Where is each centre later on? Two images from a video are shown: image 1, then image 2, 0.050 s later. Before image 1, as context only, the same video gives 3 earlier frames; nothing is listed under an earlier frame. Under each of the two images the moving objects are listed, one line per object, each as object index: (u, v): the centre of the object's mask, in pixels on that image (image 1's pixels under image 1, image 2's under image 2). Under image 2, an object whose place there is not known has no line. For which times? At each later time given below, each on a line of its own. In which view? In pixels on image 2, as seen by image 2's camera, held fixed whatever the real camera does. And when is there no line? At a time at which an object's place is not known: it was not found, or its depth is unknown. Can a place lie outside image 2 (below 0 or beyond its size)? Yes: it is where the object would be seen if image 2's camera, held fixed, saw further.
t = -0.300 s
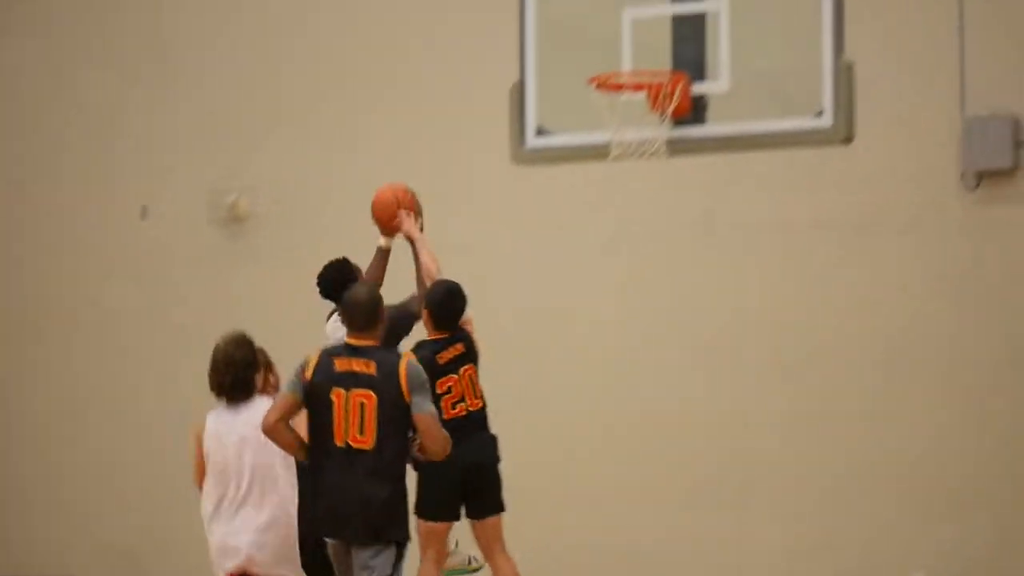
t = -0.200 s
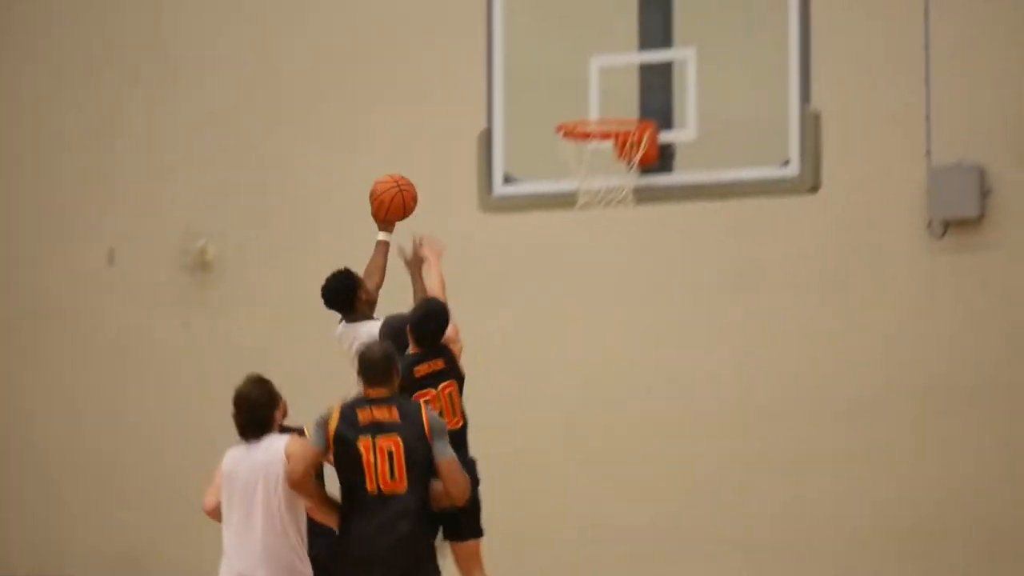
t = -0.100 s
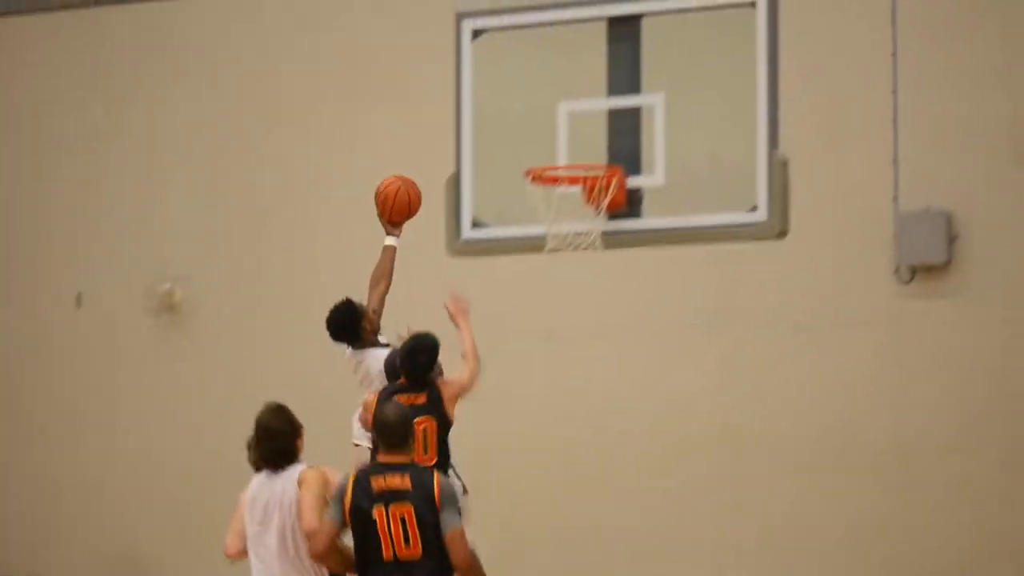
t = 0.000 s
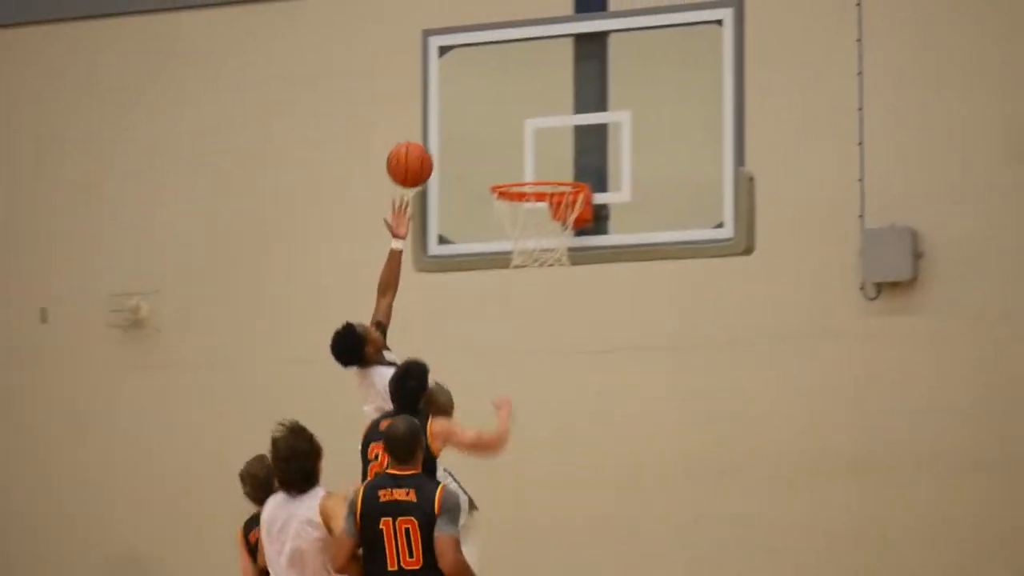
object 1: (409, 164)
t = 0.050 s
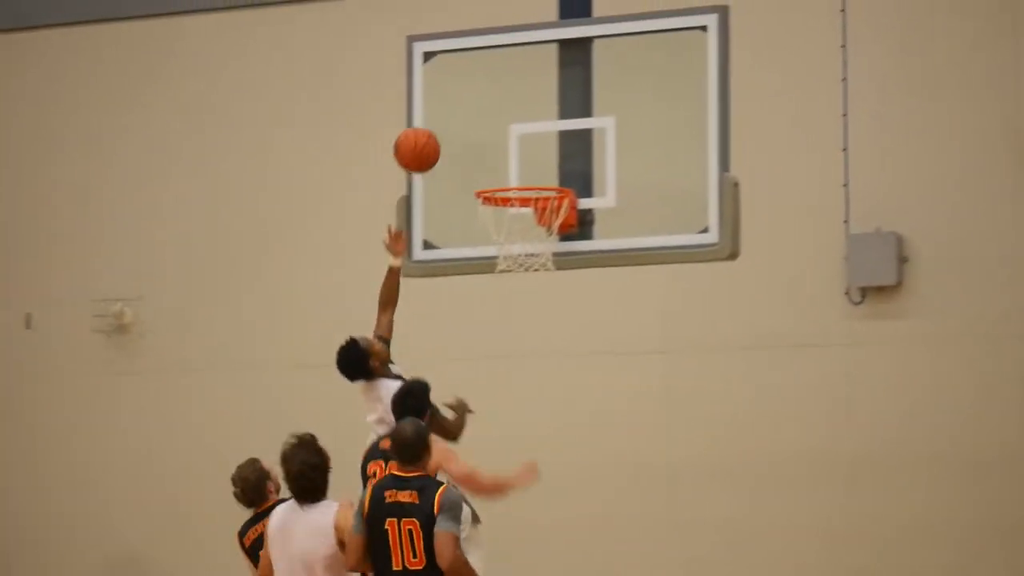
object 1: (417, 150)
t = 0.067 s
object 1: (423, 144)
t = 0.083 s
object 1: (429, 139)
